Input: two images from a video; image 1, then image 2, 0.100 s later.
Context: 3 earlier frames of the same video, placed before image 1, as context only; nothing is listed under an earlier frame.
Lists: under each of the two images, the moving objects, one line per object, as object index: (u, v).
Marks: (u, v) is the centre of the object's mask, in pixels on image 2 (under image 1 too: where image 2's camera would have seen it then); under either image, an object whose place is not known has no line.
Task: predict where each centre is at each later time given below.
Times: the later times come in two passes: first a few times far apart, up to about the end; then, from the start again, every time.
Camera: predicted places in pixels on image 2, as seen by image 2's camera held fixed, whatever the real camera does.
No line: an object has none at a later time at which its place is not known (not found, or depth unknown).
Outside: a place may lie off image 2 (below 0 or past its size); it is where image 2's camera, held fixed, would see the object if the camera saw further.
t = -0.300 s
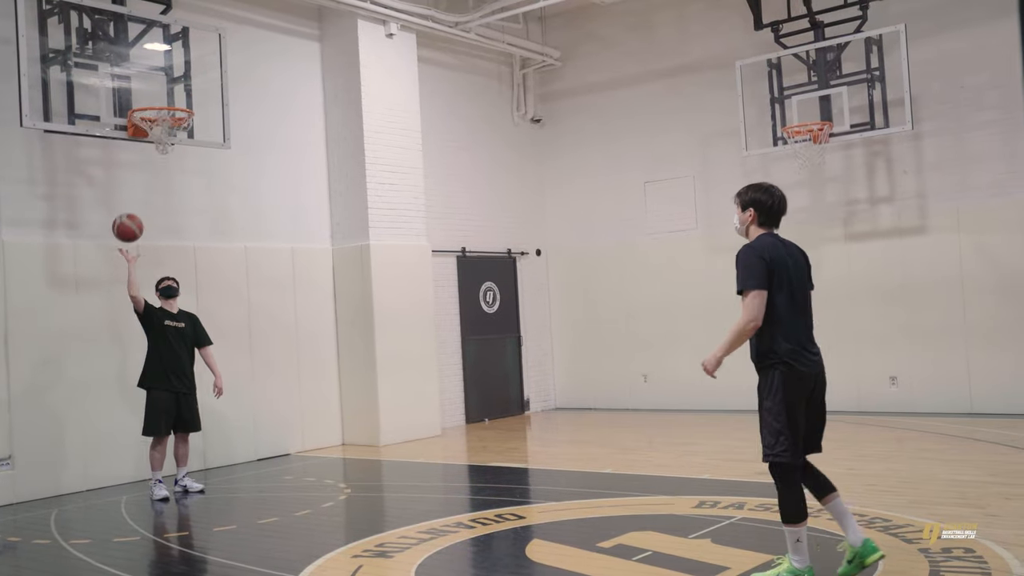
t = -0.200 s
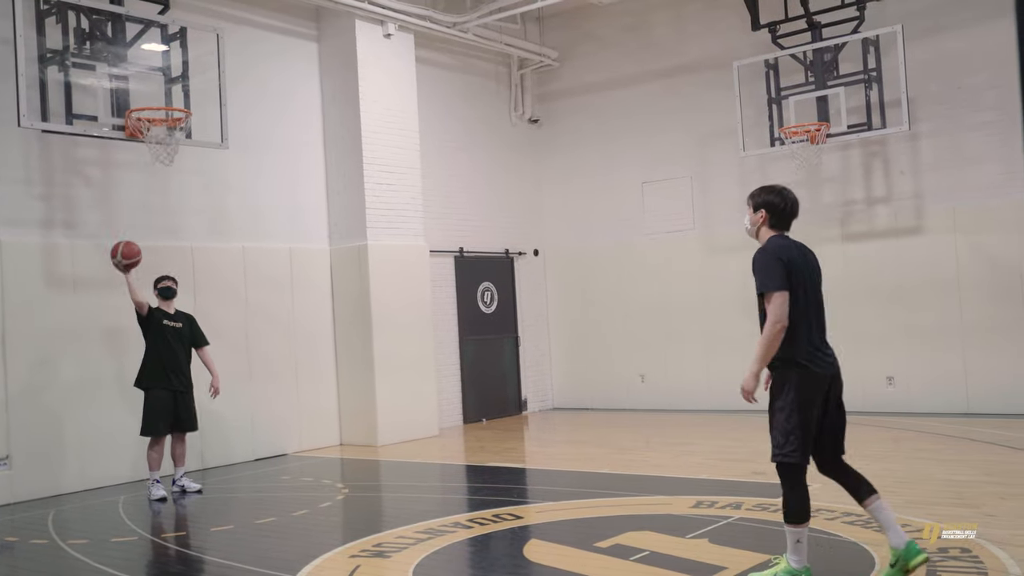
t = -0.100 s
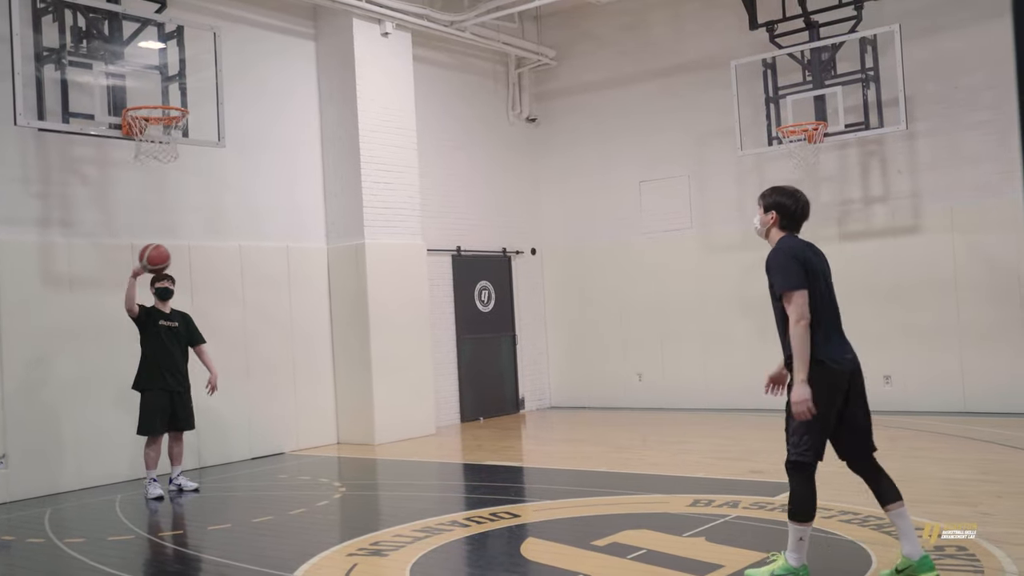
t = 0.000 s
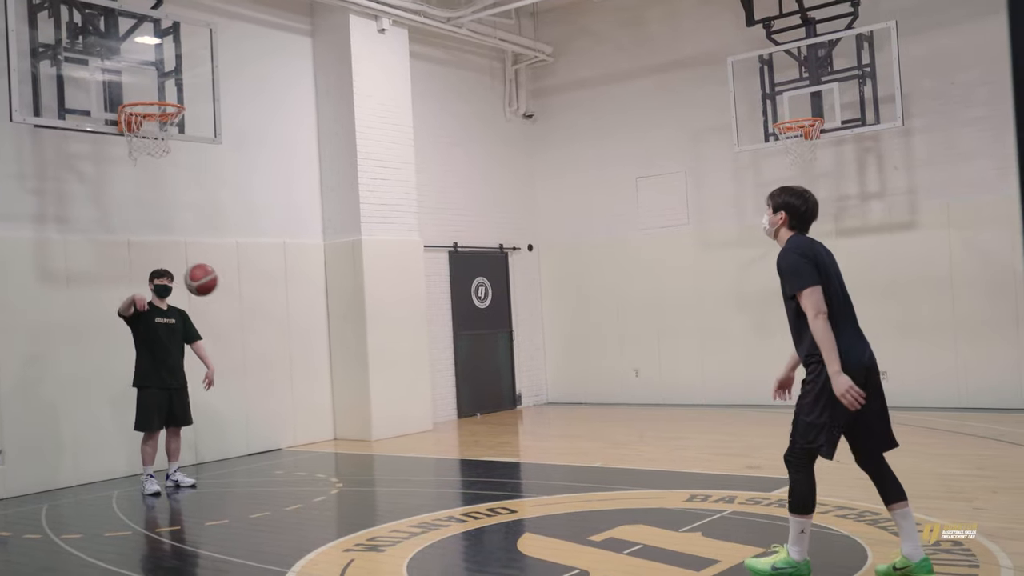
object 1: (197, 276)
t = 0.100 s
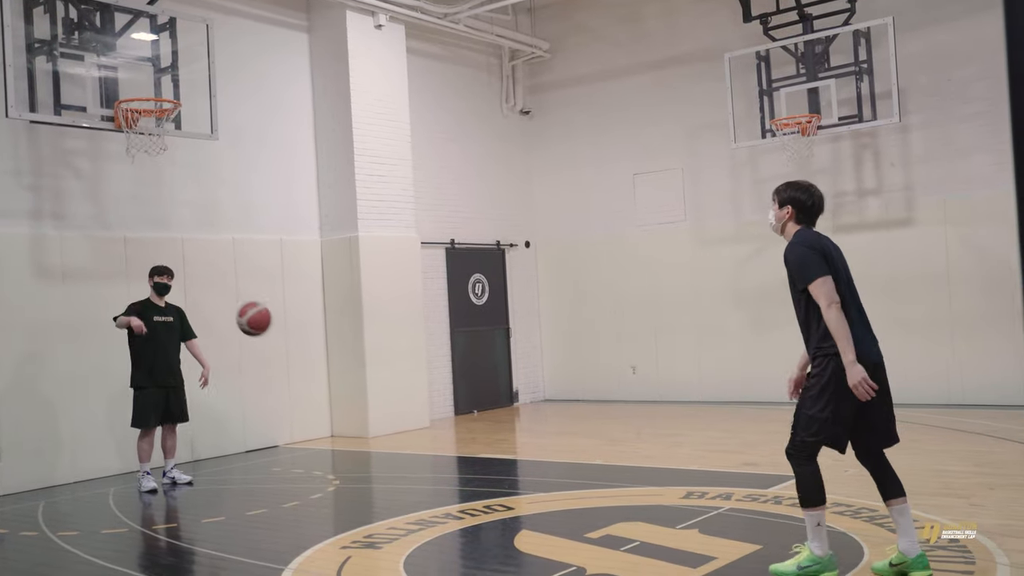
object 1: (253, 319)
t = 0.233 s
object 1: (340, 409)
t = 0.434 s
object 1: (454, 459)
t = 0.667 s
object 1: (550, 354)
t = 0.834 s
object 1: (635, 333)
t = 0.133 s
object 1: (274, 337)
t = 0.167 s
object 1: (295, 358)
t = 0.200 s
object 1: (317, 382)
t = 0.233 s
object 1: (340, 409)
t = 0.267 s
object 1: (365, 439)
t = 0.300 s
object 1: (390, 472)
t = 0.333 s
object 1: (416, 509)
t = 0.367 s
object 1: (432, 501)
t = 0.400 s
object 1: (443, 479)
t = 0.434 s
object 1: (454, 459)
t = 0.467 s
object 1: (466, 439)
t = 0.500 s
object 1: (479, 421)
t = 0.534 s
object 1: (492, 404)
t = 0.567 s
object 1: (506, 389)
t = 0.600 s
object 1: (520, 376)
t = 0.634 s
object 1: (535, 364)
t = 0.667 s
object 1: (550, 354)
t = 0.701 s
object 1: (566, 346)
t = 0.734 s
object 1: (582, 340)
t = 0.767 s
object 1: (599, 336)
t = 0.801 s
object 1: (617, 333)
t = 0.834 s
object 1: (635, 333)
